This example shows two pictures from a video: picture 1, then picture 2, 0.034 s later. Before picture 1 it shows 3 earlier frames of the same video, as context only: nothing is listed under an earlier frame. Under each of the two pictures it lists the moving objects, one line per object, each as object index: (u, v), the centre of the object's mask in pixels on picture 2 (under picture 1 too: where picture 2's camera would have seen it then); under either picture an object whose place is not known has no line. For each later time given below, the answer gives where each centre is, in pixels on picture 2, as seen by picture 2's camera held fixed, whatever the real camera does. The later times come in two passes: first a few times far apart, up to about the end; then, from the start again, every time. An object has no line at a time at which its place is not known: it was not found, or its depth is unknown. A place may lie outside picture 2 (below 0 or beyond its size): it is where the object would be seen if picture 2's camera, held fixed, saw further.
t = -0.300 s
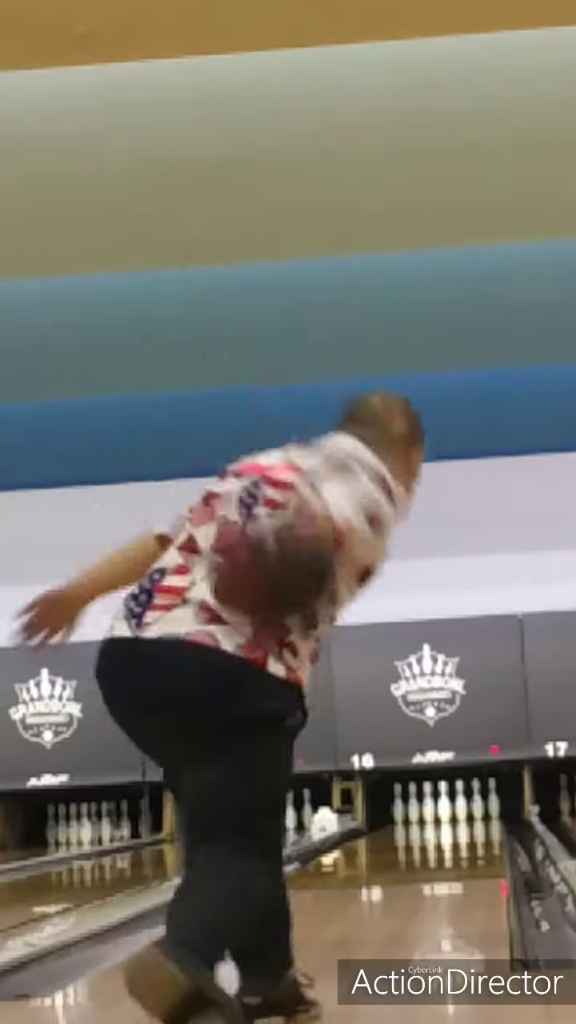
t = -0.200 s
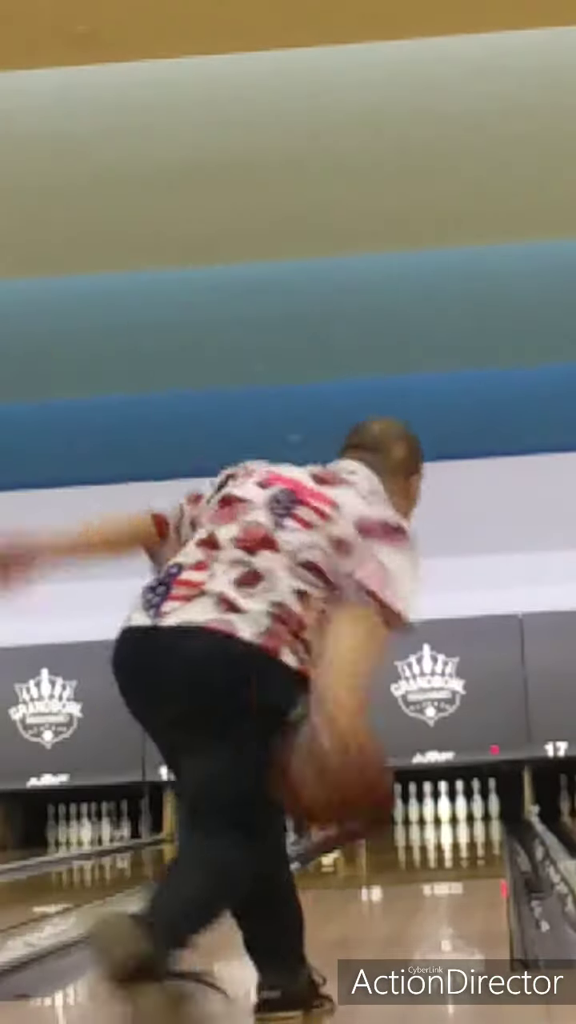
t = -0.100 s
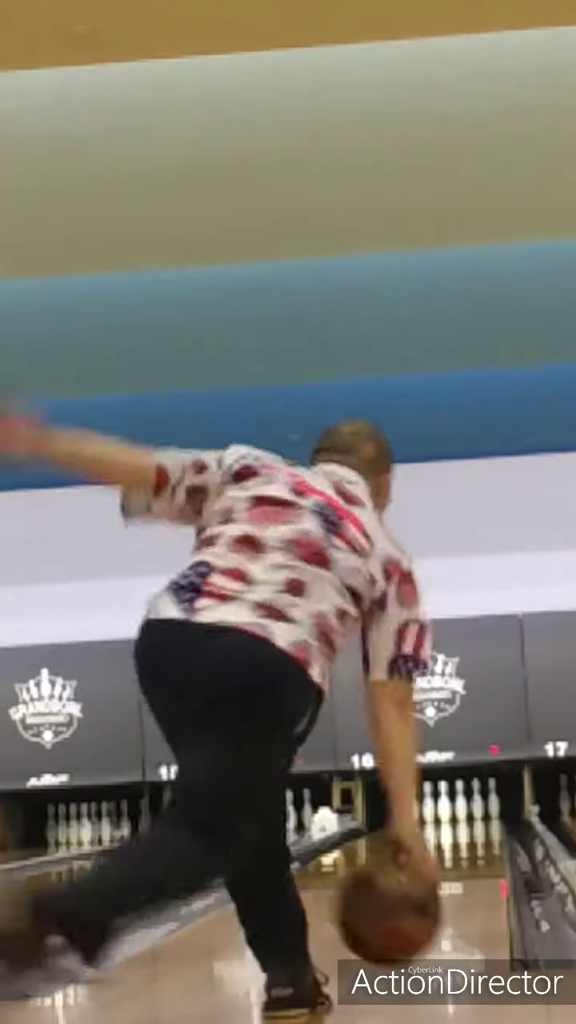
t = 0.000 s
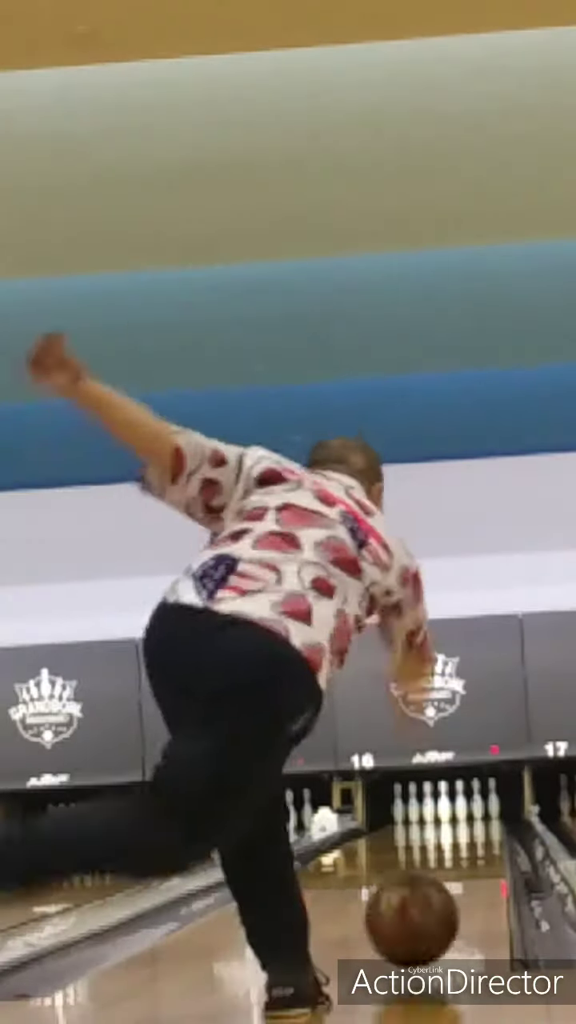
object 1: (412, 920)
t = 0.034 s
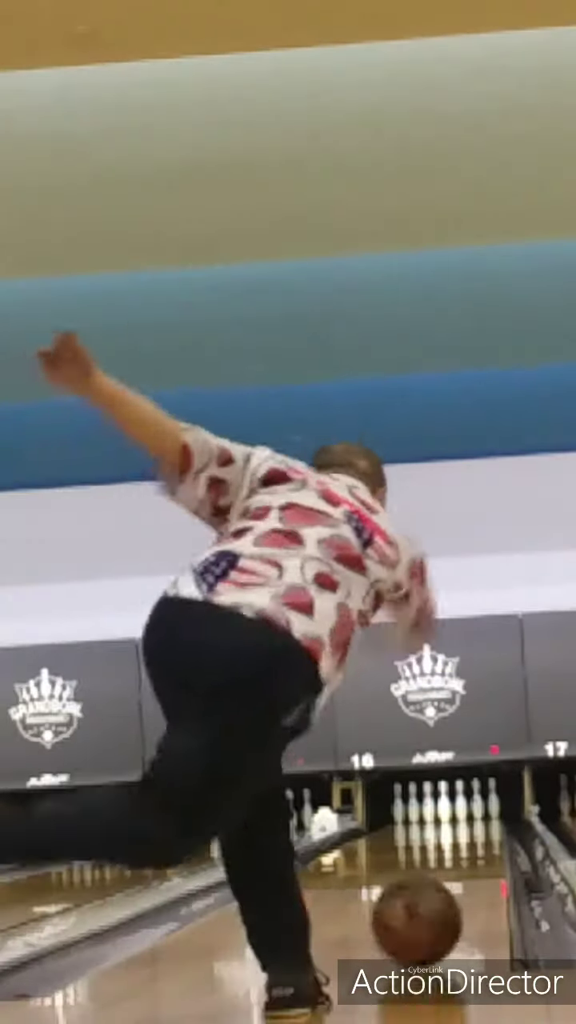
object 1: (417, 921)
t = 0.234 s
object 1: (437, 894)
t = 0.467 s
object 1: (452, 870)
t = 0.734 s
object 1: (462, 853)
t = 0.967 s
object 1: (467, 844)
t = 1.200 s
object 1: (469, 836)
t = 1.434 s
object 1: (471, 828)
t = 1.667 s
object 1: (471, 824)
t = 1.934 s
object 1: (469, 819)
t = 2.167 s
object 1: (466, 816)
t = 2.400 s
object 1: (460, 812)
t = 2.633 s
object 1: (448, 814)
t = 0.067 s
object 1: (420, 915)
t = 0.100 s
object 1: (424, 911)
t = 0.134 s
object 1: (428, 907)
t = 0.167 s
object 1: (431, 902)
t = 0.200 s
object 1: (434, 897)
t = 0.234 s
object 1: (437, 894)
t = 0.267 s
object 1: (440, 889)
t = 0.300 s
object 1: (442, 886)
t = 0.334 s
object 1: (444, 883)
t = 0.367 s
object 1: (446, 879)
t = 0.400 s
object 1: (448, 876)
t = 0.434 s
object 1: (450, 872)
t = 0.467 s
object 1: (452, 870)
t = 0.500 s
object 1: (453, 866)
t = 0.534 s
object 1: (454, 864)
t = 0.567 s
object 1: (456, 862)
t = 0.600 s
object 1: (457, 859)
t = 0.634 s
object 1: (459, 857)
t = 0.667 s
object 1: (460, 855)
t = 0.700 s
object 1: (461, 854)
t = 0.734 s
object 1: (462, 853)
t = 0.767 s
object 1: (462, 851)
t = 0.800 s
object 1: (462, 850)
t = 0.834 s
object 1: (464, 848)
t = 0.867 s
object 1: (465, 847)
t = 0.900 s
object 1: (466, 845)
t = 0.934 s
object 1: (467, 845)
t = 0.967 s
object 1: (467, 844)
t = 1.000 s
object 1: (467, 842)
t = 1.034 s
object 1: (468, 842)
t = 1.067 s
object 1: (469, 839)
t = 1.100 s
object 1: (469, 839)
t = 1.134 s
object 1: (470, 840)
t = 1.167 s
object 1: (469, 836)
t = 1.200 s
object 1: (469, 836)
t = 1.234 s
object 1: (470, 834)
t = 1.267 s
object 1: (471, 833)
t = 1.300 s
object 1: (471, 832)
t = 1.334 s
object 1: (470, 831)
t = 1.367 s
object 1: (470, 830)
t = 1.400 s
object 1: (471, 830)
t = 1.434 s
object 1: (471, 828)
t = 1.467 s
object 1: (471, 828)
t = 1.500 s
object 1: (472, 827)
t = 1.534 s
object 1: (471, 827)
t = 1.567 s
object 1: (471, 826)
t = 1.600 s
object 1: (471, 825)
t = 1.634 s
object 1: (471, 825)
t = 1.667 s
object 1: (471, 824)
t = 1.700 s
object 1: (471, 824)
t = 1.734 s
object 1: (471, 823)
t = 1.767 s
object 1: (470, 822)
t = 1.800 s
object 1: (470, 821)
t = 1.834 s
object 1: (470, 821)
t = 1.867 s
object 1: (470, 819)
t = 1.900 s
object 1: (469, 819)
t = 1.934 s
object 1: (469, 819)
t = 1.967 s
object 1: (469, 819)
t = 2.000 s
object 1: (469, 818)
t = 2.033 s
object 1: (469, 818)
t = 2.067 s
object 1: (468, 817)
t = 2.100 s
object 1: (467, 817)
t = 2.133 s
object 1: (466, 817)
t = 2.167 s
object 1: (466, 816)
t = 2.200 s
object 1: (465, 816)
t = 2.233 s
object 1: (464, 815)
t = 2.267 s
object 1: (463, 816)
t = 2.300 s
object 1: (461, 813)
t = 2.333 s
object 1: (461, 812)
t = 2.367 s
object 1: (460, 811)
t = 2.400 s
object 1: (460, 812)
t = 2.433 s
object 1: (459, 813)
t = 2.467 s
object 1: (458, 813)
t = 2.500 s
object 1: (457, 813)
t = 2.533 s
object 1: (454, 812)
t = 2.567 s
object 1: (452, 812)
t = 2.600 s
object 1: (449, 814)
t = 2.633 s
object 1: (448, 814)
